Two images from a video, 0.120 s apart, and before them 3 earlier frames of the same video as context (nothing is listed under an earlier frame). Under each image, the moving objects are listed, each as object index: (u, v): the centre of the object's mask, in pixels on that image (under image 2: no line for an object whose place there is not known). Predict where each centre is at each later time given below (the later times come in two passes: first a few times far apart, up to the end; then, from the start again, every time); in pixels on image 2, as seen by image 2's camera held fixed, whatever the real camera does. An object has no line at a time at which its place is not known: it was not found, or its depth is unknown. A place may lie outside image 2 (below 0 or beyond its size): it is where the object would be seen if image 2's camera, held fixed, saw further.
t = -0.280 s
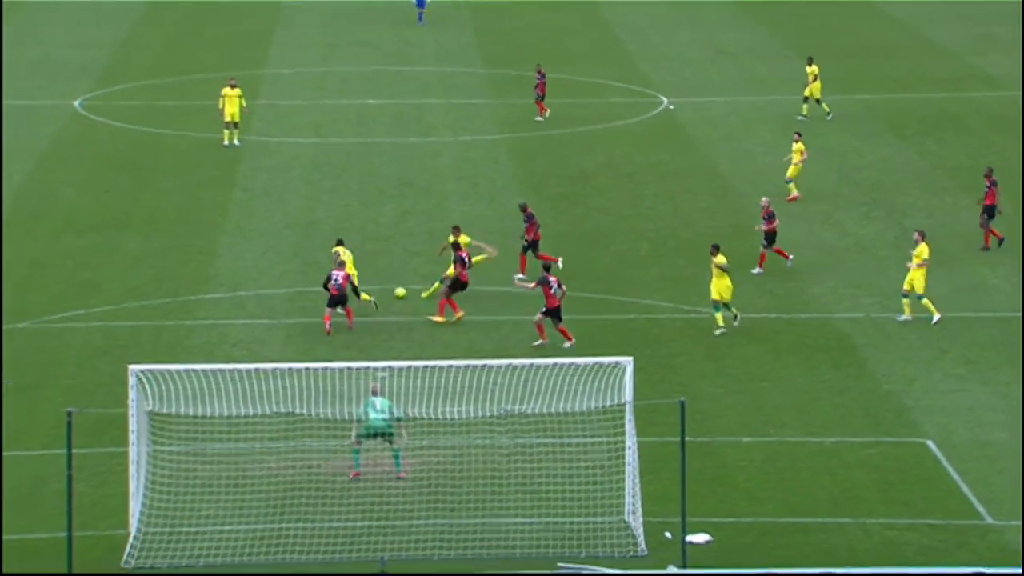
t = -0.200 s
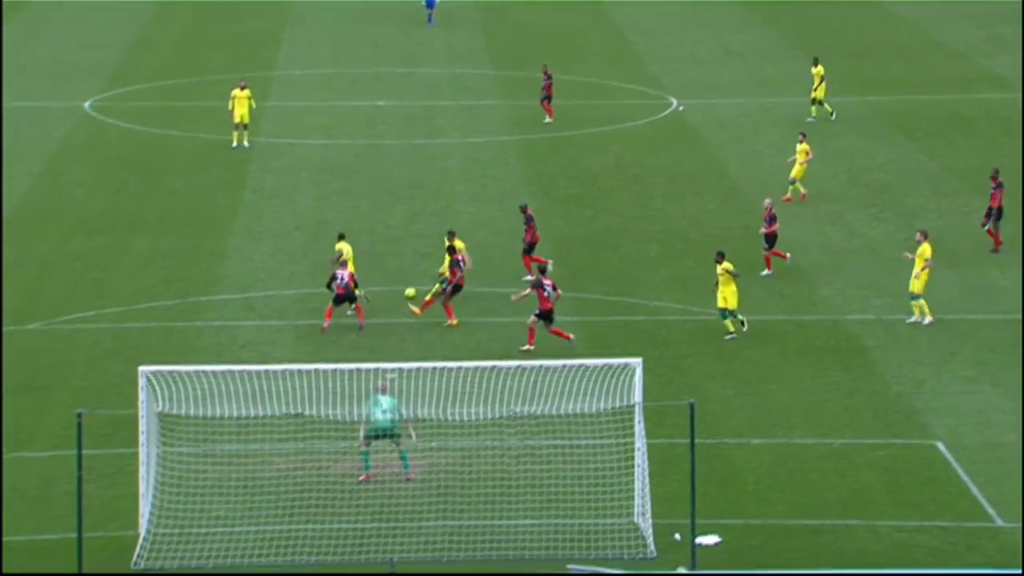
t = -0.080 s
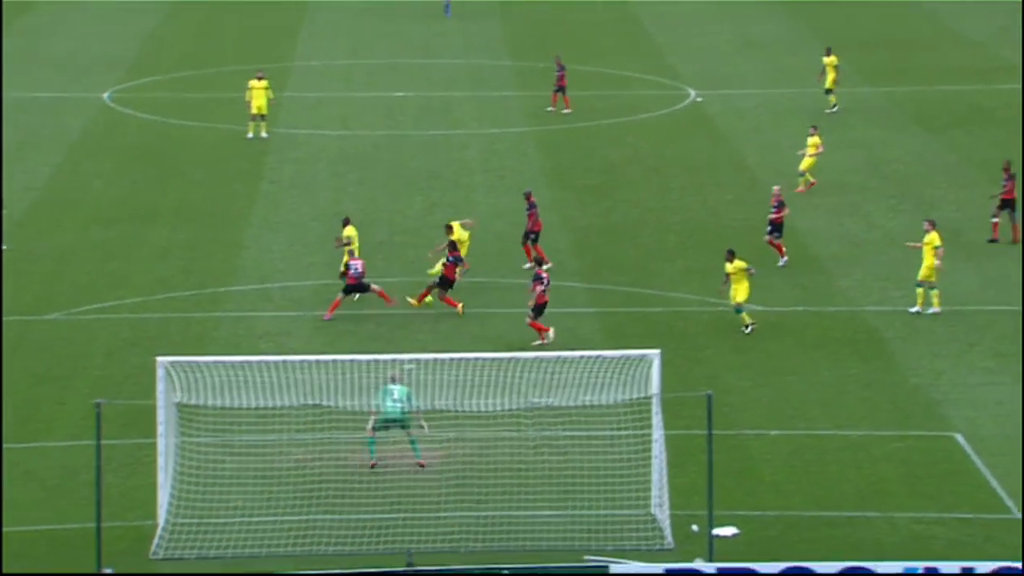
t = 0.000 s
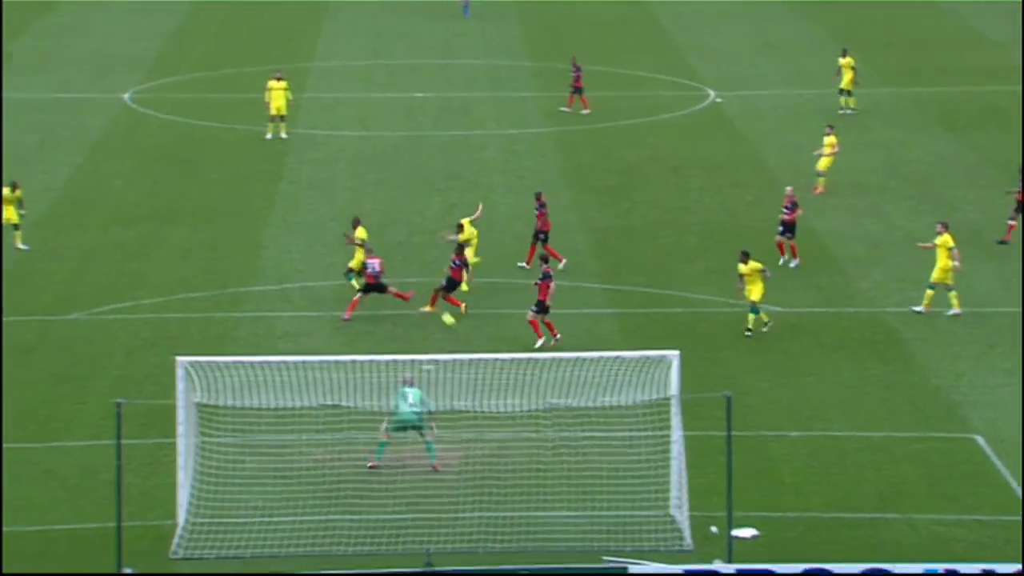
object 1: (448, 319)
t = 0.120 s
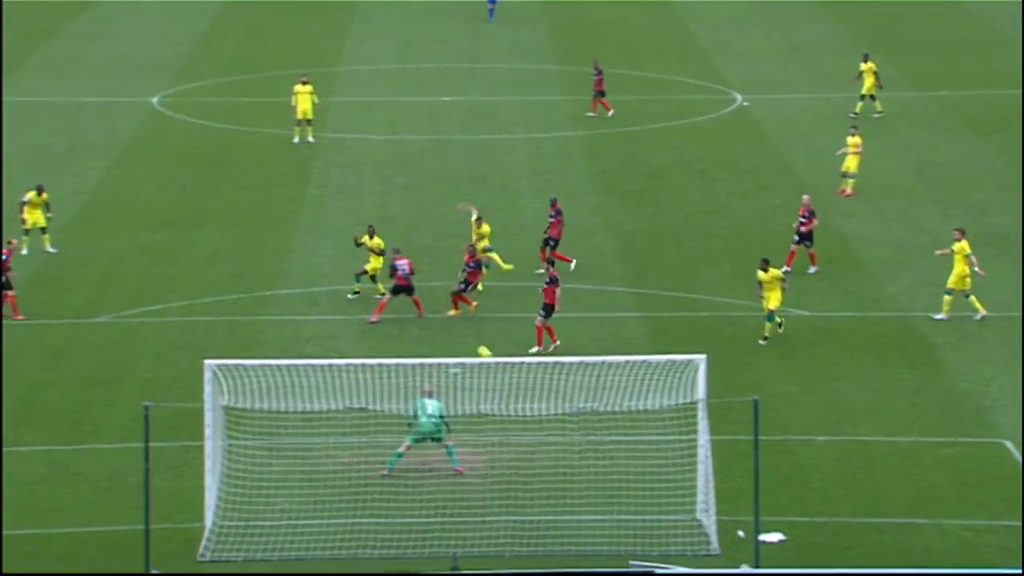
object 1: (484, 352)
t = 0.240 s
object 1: (499, 382)
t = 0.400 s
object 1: (527, 421)
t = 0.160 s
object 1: (487, 357)
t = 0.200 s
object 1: (493, 371)
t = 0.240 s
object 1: (499, 382)
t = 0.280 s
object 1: (505, 391)
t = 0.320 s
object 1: (512, 400)
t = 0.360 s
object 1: (519, 410)
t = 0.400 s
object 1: (527, 421)
